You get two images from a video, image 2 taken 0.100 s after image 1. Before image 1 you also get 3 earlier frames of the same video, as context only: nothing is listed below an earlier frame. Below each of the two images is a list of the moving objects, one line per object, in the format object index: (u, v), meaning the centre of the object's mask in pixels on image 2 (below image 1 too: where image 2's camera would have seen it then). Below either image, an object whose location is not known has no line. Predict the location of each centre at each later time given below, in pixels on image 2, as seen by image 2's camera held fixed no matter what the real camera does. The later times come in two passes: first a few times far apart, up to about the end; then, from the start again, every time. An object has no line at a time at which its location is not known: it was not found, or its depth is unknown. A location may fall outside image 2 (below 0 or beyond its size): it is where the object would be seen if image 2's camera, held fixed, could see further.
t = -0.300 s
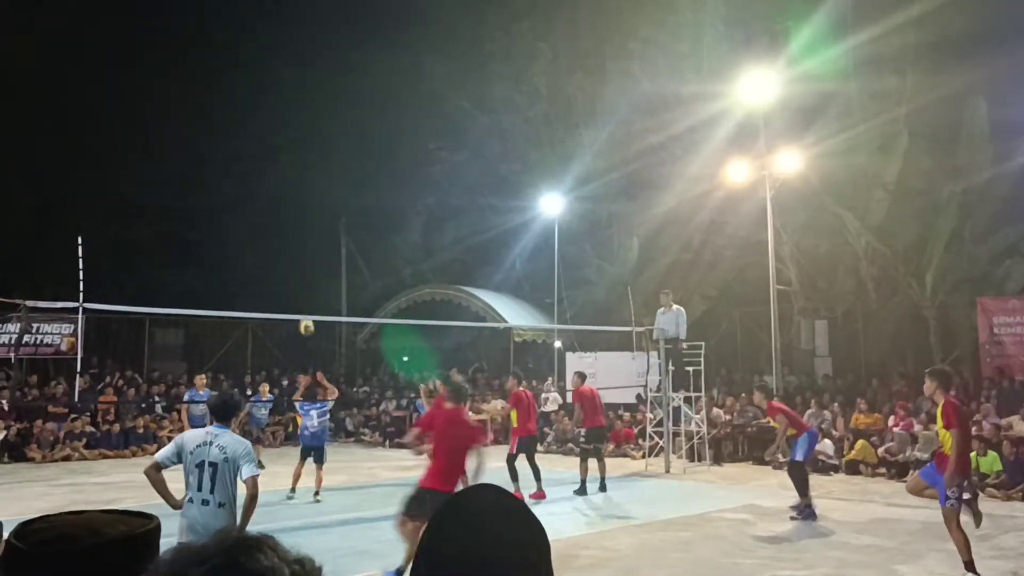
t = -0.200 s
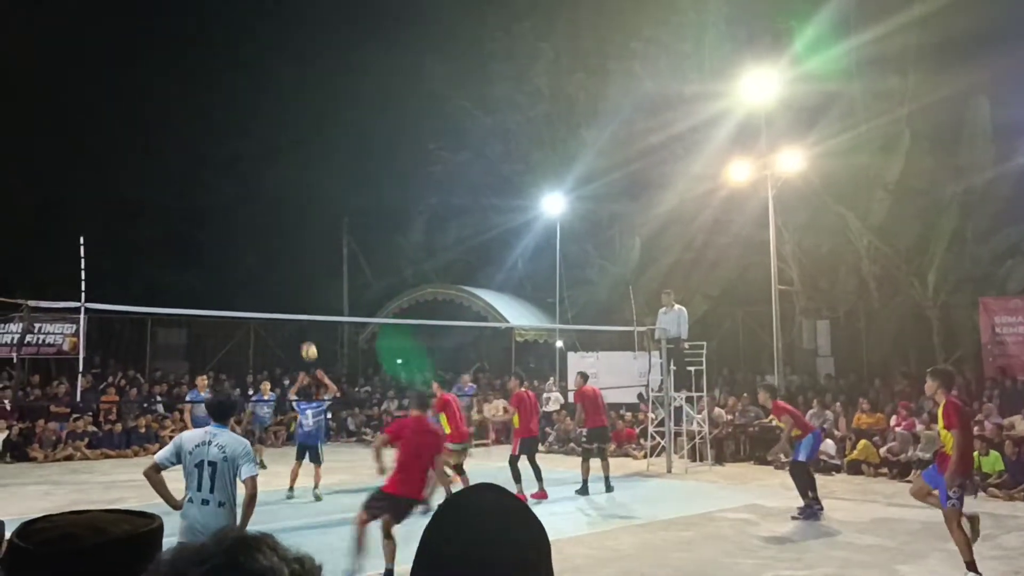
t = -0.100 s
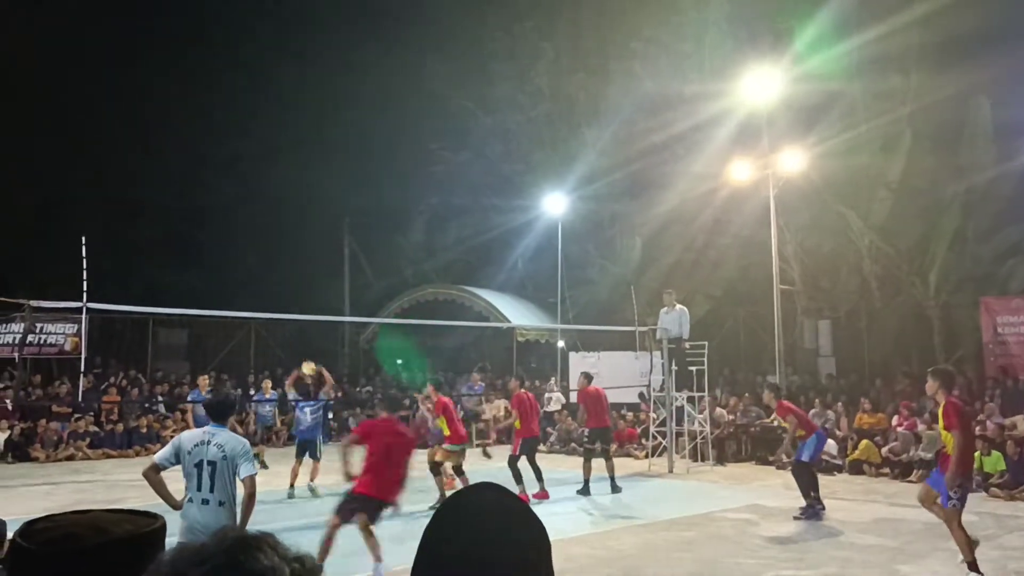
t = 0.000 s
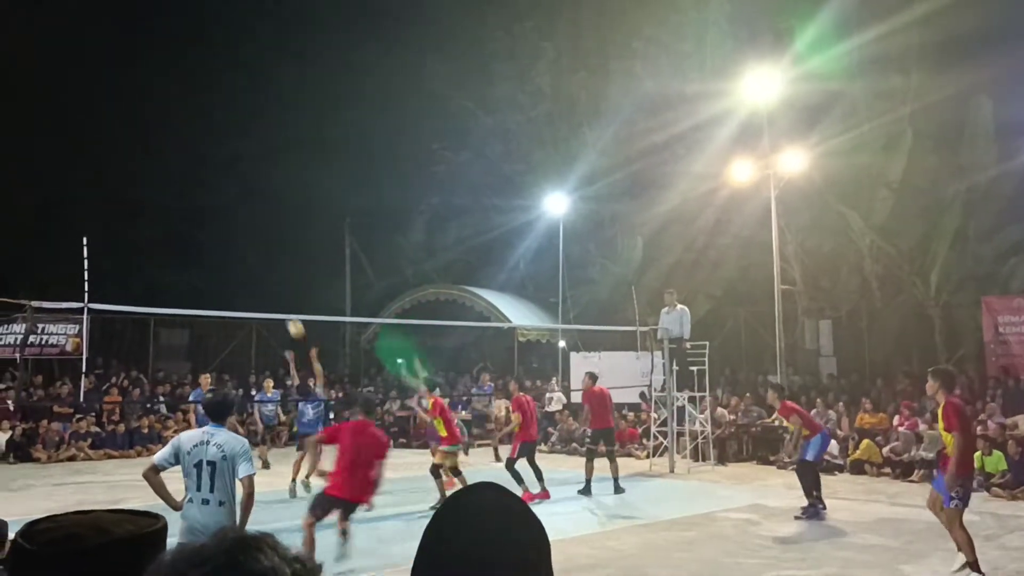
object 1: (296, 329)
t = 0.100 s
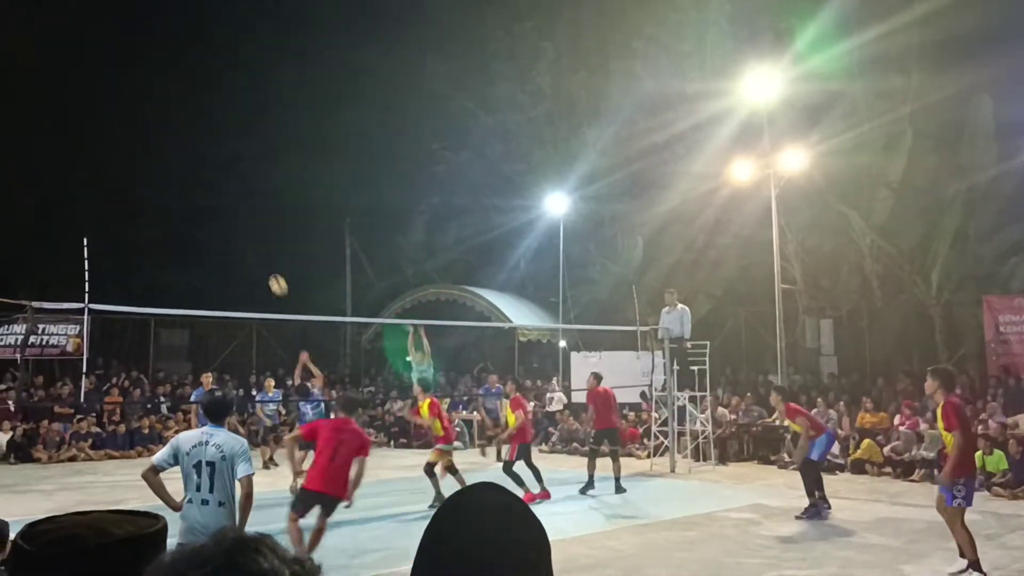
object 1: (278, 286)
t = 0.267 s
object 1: (248, 229)
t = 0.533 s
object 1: (198, 179)
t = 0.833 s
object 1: (138, 183)
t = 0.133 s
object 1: (272, 272)
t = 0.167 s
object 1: (266, 260)
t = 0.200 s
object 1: (260, 249)
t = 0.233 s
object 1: (254, 238)
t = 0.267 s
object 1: (248, 229)
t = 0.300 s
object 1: (242, 220)
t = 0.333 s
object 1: (236, 212)
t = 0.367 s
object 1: (229, 204)
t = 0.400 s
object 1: (223, 198)
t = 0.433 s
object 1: (217, 192)
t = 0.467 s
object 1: (210, 187)
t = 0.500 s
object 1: (204, 182)
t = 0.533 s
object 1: (198, 179)
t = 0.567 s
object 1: (191, 177)
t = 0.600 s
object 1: (185, 174)
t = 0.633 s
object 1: (178, 173)
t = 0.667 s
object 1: (172, 173)
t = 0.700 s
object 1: (165, 173)
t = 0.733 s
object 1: (158, 174)
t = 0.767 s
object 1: (152, 176)
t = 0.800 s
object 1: (145, 179)
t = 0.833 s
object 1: (138, 183)
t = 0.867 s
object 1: (131, 188)
